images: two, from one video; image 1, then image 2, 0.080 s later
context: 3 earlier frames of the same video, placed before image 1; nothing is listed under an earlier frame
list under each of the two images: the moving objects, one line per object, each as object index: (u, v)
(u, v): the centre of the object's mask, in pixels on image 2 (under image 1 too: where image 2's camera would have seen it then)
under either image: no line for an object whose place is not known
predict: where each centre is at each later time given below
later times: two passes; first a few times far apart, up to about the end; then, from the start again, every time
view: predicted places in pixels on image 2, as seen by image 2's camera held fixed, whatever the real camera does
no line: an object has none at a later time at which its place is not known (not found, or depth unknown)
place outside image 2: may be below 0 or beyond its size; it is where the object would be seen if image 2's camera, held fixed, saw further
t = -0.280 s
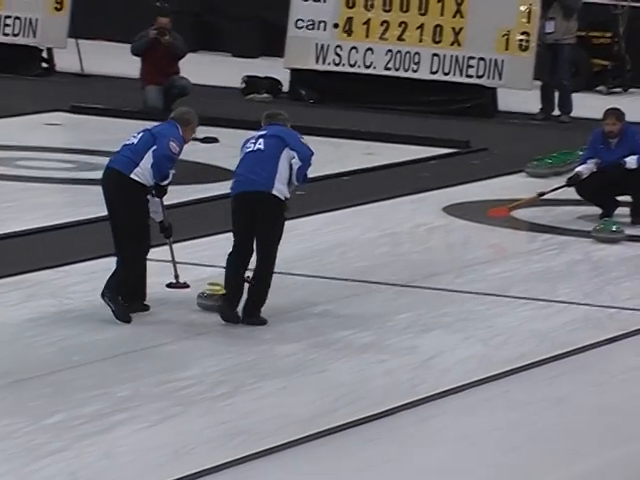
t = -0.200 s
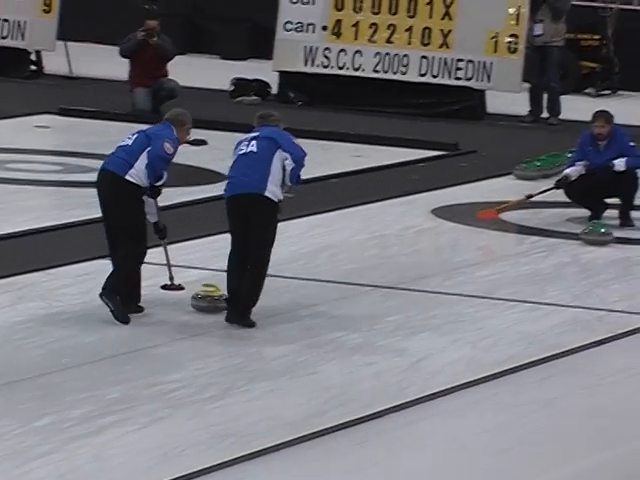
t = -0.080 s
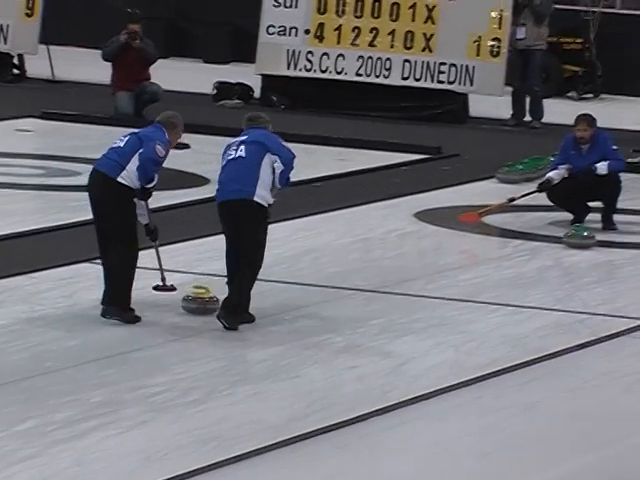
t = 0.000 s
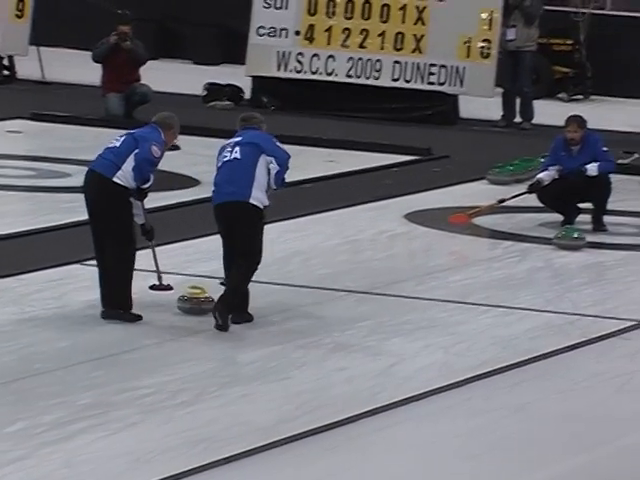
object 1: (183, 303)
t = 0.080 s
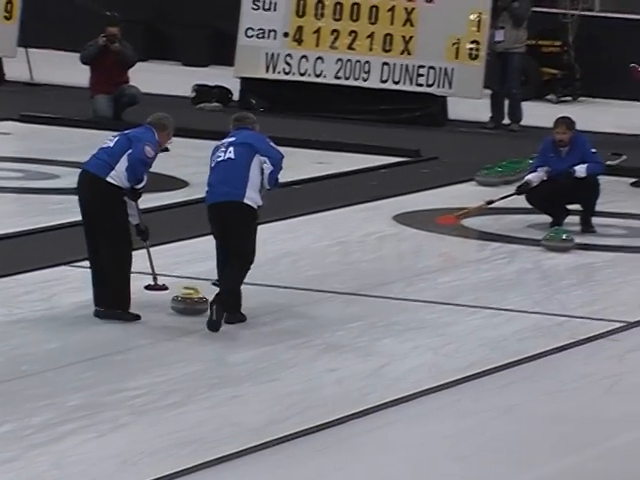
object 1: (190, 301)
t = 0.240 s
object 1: (201, 299)
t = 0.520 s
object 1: (214, 295)
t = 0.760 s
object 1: (224, 291)
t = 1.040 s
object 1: (245, 287)
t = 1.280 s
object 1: (264, 285)
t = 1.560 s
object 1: (279, 282)
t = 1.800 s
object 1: (292, 280)
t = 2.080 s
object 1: (302, 276)
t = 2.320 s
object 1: (312, 273)
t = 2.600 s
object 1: (332, 271)
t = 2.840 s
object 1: (343, 268)
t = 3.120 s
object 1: (356, 265)
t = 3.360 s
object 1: (365, 263)
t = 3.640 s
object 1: (373, 259)
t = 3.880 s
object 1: (389, 258)
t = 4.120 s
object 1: (399, 256)
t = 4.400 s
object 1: (410, 254)
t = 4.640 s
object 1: (418, 252)
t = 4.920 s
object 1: (425, 249)
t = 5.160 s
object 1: (429, 248)
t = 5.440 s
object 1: (457, 248)
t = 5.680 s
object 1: (461, 245)
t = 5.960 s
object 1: (466, 244)
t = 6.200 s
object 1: (477, 243)
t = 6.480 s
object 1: (487, 242)
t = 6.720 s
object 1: (490, 240)
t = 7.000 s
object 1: (495, 238)
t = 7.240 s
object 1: (500, 237)
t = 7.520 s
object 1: (512, 238)
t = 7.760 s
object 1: (504, 235)
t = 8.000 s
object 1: (507, 235)
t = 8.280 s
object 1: (533, 234)
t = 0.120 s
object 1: (192, 301)
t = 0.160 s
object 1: (195, 300)
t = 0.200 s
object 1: (197, 300)
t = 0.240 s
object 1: (201, 299)
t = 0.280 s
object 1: (203, 299)
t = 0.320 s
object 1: (205, 299)
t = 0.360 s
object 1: (208, 297)
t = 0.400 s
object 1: (209, 297)
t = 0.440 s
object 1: (211, 296)
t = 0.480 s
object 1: (213, 295)
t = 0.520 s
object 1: (214, 295)
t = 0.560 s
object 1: (215, 295)
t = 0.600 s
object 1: (218, 294)
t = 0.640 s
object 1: (219, 292)
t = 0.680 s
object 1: (220, 292)
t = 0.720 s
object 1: (222, 292)
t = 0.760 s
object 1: (224, 291)
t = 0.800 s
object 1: (227, 291)
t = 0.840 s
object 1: (231, 289)
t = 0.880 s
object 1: (233, 289)
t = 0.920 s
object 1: (236, 288)
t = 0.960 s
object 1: (239, 288)
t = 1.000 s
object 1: (242, 287)
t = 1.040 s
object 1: (245, 287)
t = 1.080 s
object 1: (248, 287)
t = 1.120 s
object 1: (252, 287)
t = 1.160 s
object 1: (256, 287)
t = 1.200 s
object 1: (260, 287)
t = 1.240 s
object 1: (262, 286)
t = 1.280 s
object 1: (264, 285)
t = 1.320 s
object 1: (265, 285)
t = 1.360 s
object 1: (267, 284)
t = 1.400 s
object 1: (269, 284)
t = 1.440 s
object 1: (271, 283)
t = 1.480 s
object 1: (273, 283)
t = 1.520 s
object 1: (276, 283)
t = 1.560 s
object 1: (279, 282)
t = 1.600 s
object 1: (281, 282)
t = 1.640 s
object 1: (284, 282)
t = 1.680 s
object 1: (286, 281)
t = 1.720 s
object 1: (288, 281)
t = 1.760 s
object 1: (290, 280)
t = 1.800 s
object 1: (292, 280)
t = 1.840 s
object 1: (293, 279)
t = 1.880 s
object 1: (295, 279)
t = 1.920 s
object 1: (296, 278)
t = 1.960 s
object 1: (297, 278)
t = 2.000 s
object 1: (299, 277)
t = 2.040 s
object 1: (300, 277)
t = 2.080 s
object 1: (302, 276)
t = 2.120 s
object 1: (304, 275)
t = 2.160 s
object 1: (305, 274)
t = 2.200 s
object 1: (306, 274)
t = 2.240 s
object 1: (307, 273)
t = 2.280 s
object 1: (309, 273)
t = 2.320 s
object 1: (312, 273)
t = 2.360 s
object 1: (314, 272)
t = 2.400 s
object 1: (317, 272)
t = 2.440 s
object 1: (320, 271)
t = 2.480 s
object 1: (323, 271)
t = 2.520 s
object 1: (326, 271)
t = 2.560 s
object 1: (330, 271)
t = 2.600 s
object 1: (332, 271)
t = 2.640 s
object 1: (334, 270)
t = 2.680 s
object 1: (336, 270)
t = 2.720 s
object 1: (338, 269)
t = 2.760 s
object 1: (340, 269)
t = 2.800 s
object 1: (342, 268)
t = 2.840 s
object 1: (343, 268)
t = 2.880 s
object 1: (345, 268)
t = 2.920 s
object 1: (347, 267)
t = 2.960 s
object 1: (348, 267)
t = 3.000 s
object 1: (351, 267)
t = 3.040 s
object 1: (353, 266)
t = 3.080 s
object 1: (355, 266)
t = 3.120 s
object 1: (356, 265)
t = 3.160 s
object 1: (358, 265)
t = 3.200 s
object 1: (360, 264)
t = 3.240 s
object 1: (361, 264)
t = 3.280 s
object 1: (362, 264)
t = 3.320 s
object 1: (364, 263)
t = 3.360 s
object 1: (365, 263)
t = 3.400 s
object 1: (366, 262)
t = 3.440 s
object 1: (368, 262)
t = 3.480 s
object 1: (369, 261)
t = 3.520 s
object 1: (370, 260)
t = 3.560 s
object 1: (371, 260)
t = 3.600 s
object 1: (372, 259)
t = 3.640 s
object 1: (373, 259)
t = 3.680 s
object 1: (376, 259)
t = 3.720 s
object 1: (378, 258)
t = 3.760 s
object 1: (381, 258)
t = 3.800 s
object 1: (384, 258)
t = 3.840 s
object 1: (386, 258)
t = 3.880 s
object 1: (389, 258)
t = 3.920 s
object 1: (391, 258)
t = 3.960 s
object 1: (392, 257)
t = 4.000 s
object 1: (394, 257)
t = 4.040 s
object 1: (395, 257)
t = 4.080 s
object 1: (397, 256)
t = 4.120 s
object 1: (399, 256)
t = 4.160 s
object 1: (400, 256)
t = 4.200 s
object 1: (402, 255)
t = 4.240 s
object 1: (404, 255)
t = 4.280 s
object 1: (405, 255)
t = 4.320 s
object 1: (407, 254)
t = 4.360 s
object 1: (408, 254)
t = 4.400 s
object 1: (410, 254)
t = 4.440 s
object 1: (411, 253)
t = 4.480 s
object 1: (413, 253)
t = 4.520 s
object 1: (414, 253)
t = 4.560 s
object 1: (416, 253)
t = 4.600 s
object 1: (417, 252)
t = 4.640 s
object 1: (418, 252)
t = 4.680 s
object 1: (420, 252)
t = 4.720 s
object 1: (421, 251)
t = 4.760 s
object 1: (421, 251)
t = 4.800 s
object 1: (422, 250)
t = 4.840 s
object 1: (423, 250)
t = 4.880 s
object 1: (424, 249)
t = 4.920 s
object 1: (425, 249)
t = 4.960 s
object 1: (425, 249)
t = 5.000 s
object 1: (426, 248)
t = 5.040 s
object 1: (427, 248)
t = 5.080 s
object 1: (427, 248)
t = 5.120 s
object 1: (428, 248)
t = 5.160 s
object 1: (429, 248)
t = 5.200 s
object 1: (430, 247)
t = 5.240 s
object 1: (430, 247)
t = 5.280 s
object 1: (431, 247)
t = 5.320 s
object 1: (432, 248)
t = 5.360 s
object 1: (432, 247)
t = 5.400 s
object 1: (456, 249)
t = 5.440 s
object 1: (457, 248)
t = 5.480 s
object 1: (457, 248)
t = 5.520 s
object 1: (458, 248)
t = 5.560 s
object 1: (459, 248)
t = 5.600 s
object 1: (460, 246)
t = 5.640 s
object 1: (460, 245)
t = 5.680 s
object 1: (461, 245)
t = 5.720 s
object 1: (462, 245)
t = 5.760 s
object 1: (463, 244)
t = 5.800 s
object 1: (463, 244)
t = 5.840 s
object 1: (464, 244)
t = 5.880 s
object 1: (465, 244)
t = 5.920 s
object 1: (466, 243)
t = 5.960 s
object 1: (466, 244)
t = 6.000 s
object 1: (467, 243)
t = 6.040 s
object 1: (468, 243)
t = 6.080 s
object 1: (470, 243)
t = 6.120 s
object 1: (472, 243)
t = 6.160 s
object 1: (474, 243)
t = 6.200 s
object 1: (477, 243)
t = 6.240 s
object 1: (480, 242)
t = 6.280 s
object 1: (481, 243)
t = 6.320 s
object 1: (484, 244)
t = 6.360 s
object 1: (485, 243)
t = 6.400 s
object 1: (486, 243)
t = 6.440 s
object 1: (486, 243)
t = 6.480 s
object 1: (487, 242)
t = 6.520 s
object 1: (487, 242)
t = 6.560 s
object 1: (488, 242)
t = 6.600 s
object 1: (489, 242)
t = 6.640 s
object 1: (489, 242)
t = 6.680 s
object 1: (490, 241)
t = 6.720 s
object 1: (490, 240)
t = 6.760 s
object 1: (491, 240)
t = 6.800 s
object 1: (491, 240)
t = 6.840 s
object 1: (492, 240)
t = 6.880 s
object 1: (493, 239)
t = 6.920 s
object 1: (493, 239)
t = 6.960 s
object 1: (494, 239)
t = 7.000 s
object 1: (495, 238)
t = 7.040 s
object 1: (495, 238)
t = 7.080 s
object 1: (496, 238)
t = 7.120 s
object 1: (497, 237)
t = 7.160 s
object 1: (498, 237)
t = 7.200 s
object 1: (499, 237)
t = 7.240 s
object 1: (500, 237)
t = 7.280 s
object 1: (501, 237)
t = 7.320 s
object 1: (502, 236)
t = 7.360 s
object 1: (504, 237)
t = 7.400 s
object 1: (506, 237)
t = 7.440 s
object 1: (509, 237)
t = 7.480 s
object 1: (511, 237)
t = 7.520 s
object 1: (512, 238)
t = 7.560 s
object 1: (514, 237)
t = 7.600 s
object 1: (517, 237)
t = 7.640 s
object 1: (519, 237)
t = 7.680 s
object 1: (500, 235)
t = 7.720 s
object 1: (502, 235)
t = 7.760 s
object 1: (504, 235)
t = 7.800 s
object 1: (504, 235)
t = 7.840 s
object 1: (505, 235)
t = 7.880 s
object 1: (505, 235)
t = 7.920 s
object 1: (506, 235)
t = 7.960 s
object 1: (506, 235)
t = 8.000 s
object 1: (507, 235)
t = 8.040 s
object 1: (507, 234)
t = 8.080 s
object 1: (532, 238)
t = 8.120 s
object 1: (532, 237)
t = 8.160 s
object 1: (532, 234)
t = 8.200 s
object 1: (532, 234)
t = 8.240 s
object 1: (533, 234)
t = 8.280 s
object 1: (533, 234)
